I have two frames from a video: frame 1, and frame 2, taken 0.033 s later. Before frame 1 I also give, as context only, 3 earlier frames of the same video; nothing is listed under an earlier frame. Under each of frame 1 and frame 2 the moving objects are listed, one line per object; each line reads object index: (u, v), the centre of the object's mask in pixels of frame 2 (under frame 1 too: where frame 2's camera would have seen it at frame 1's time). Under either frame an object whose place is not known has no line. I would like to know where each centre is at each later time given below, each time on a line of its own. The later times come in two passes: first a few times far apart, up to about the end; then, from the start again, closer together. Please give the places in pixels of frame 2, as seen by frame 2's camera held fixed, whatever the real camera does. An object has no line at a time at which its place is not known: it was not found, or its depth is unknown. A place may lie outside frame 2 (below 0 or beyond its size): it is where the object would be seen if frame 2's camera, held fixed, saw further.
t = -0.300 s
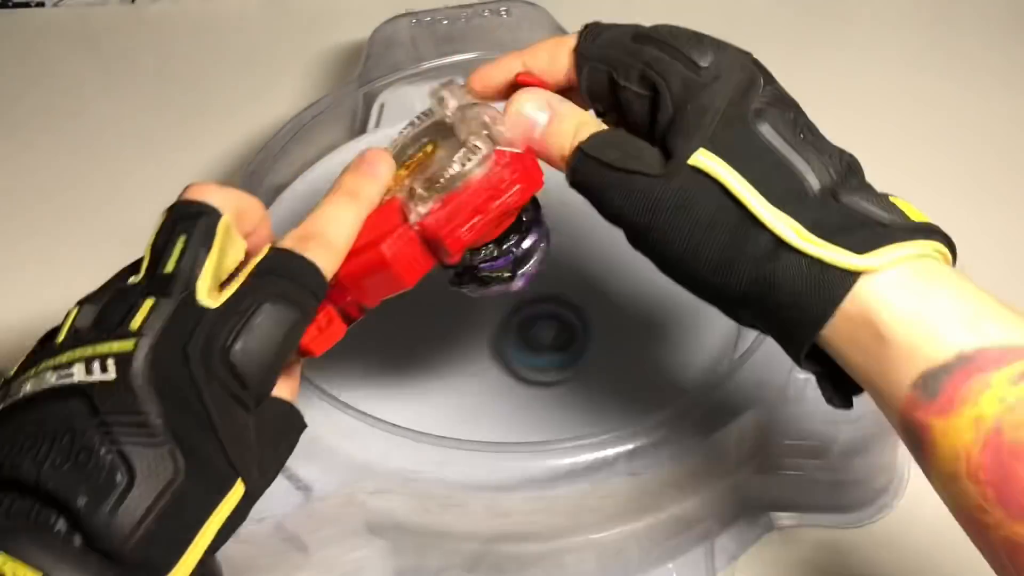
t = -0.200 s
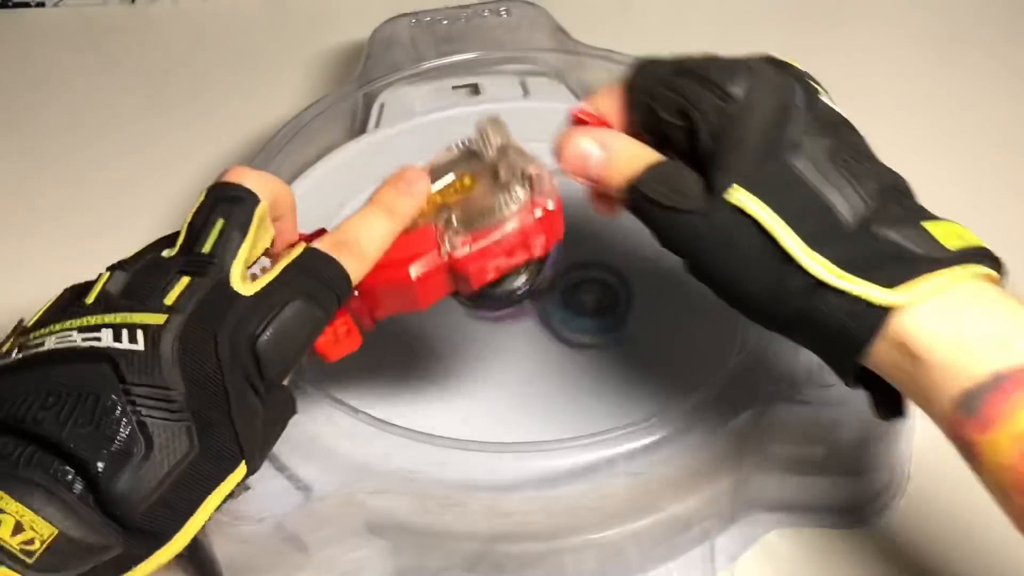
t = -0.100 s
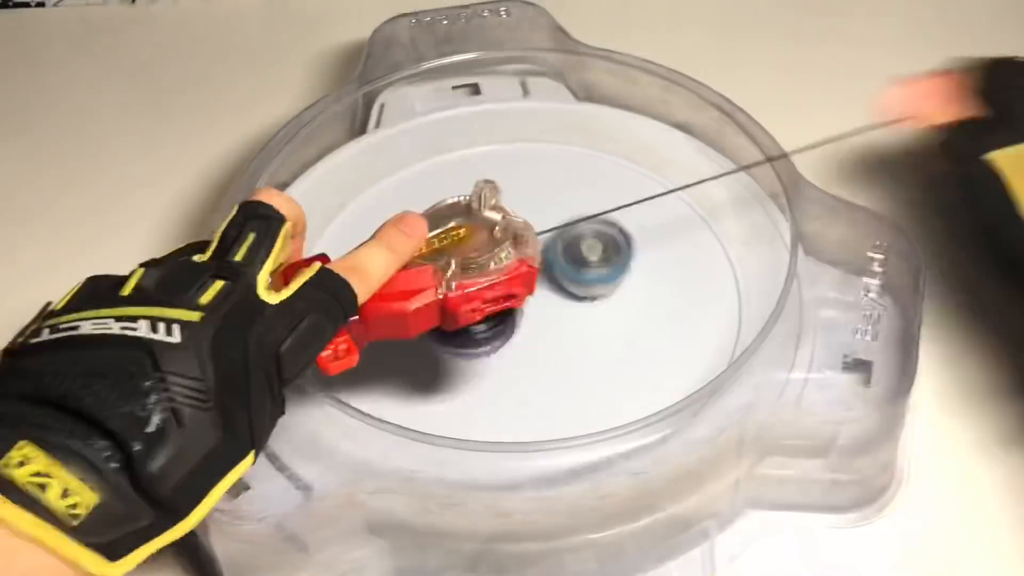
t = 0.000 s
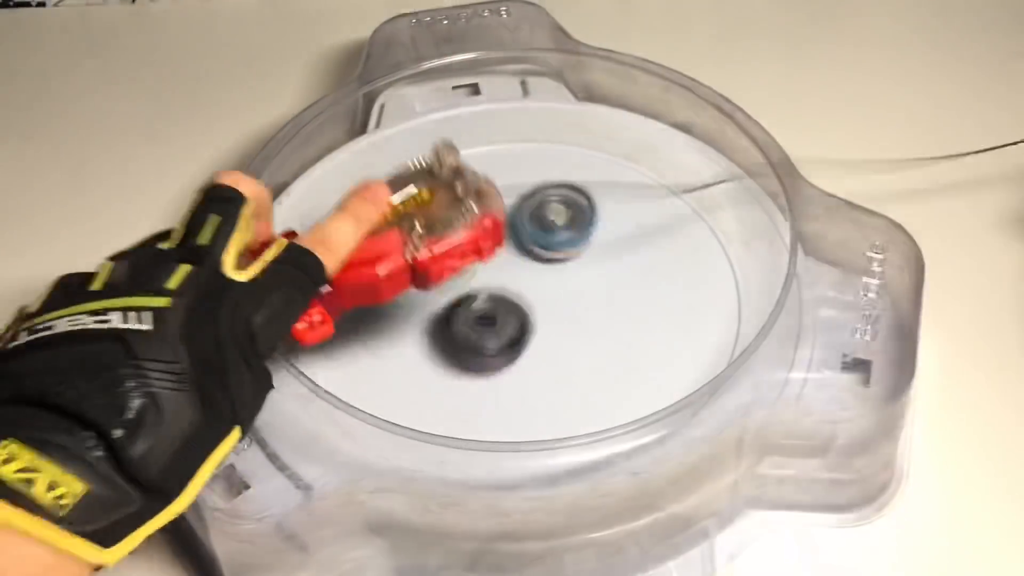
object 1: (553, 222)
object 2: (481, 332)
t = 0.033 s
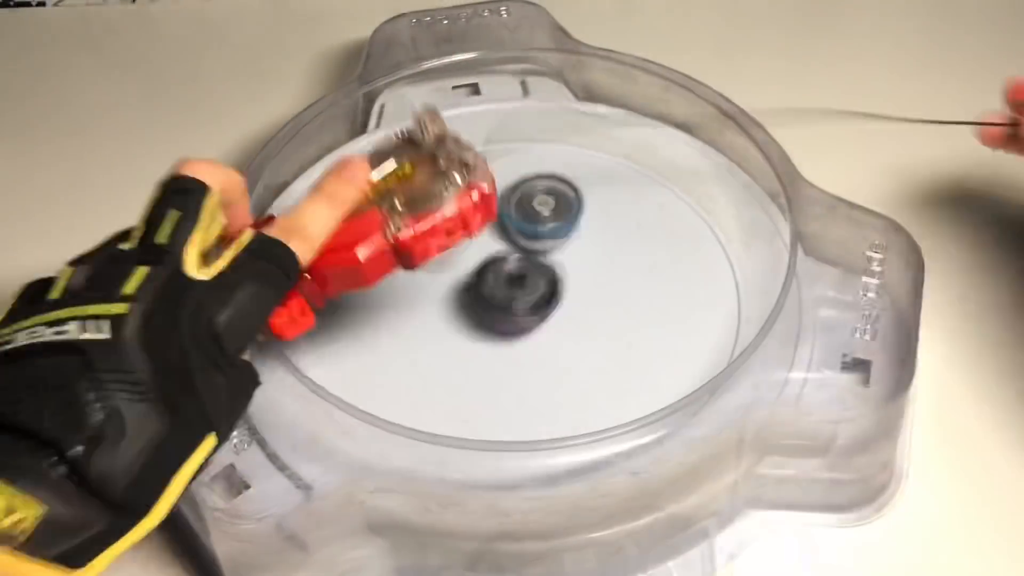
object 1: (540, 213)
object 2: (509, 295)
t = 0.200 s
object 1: (465, 137)
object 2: (625, 245)
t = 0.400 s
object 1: (387, 200)
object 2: (615, 222)
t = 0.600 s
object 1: (427, 318)
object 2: (482, 225)
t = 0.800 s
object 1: (577, 327)
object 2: (381, 274)
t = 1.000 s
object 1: (634, 241)
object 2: (458, 365)
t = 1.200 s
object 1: (570, 197)
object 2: (643, 331)
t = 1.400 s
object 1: (486, 243)
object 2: (670, 187)
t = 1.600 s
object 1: (507, 322)
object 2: (488, 133)
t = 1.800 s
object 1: (595, 332)
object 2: (302, 266)
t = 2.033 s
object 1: (598, 264)
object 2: (609, 433)
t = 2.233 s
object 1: (517, 268)
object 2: (693, 155)
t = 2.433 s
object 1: (482, 326)
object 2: (433, 104)
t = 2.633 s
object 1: (526, 342)
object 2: (413, 309)
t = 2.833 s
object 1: (537, 312)
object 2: (623, 444)
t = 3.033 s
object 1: (517, 296)
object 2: (761, 274)
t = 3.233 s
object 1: (475, 297)
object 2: (575, 110)
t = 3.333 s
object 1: (477, 295)
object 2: (424, 103)
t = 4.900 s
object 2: (595, 211)
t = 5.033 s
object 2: (506, 136)
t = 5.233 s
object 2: (354, 167)
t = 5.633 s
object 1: (537, 244)
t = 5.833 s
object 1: (551, 215)
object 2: (686, 197)
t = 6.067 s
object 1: (509, 249)
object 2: (473, 162)
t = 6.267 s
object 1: (521, 306)
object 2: (390, 303)
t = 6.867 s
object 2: (637, 214)
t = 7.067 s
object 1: (492, 320)
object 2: (455, 192)
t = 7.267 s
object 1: (475, 302)
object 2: (322, 277)
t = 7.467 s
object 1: (481, 285)
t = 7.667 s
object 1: (488, 271)
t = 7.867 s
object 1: (501, 267)
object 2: (642, 226)
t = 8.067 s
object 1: (519, 269)
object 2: (529, 141)
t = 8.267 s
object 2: (387, 199)
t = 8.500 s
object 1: (536, 284)
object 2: (434, 365)
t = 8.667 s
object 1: (534, 290)
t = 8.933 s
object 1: (526, 295)
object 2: (692, 247)
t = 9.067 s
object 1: (518, 295)
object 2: (603, 194)
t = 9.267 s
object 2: (435, 216)
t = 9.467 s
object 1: (509, 289)
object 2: (348, 321)
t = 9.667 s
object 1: (514, 285)
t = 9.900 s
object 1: (517, 284)
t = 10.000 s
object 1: (517, 285)
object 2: (623, 253)
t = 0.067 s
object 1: (524, 202)
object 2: (540, 268)
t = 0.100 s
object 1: (512, 184)
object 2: (573, 271)
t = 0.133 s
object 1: (497, 163)
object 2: (594, 259)
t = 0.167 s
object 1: (483, 147)
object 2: (612, 254)
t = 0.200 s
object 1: (465, 137)
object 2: (625, 245)
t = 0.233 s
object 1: (450, 134)
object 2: (635, 238)
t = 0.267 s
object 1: (434, 140)
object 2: (640, 233)
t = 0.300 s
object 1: (419, 152)
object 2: (641, 229)
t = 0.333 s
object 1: (406, 166)
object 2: (637, 225)
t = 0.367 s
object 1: (396, 183)
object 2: (627, 223)
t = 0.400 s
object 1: (387, 200)
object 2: (615, 222)
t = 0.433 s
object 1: (382, 219)
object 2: (598, 223)
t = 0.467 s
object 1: (381, 241)
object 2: (578, 224)
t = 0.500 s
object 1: (386, 262)
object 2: (557, 224)
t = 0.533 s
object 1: (395, 283)
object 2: (533, 224)
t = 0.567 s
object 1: (408, 302)
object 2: (508, 224)
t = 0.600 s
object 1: (427, 318)
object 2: (482, 225)
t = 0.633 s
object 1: (449, 331)
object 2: (457, 227)
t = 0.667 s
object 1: (474, 339)
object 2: (435, 231)
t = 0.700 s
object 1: (500, 343)
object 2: (415, 237)
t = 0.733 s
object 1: (528, 342)
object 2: (399, 246)
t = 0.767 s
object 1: (554, 336)
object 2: (388, 258)
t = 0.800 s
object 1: (577, 327)
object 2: (381, 274)
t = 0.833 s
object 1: (598, 316)
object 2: (380, 290)
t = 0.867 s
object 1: (614, 303)
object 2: (385, 308)
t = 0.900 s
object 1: (625, 287)
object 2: (395, 324)
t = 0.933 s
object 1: (632, 272)
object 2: (411, 341)
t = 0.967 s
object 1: (635, 256)
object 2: (433, 355)
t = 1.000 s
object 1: (634, 241)
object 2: (458, 365)
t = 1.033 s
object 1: (630, 228)
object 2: (489, 372)
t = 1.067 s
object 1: (621, 217)
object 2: (522, 374)
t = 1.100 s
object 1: (611, 206)
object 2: (556, 370)
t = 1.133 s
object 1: (600, 201)
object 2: (587, 362)
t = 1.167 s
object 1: (586, 198)
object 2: (618, 349)
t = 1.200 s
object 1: (570, 197)
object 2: (643, 331)
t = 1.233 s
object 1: (553, 199)
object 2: (663, 310)
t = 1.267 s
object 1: (535, 203)
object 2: (677, 285)
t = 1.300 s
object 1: (519, 210)
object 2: (686, 260)
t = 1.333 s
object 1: (507, 220)
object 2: (687, 235)
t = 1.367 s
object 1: (494, 231)
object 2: (682, 210)
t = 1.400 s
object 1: (486, 243)
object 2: (670, 187)
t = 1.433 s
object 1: (482, 256)
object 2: (652, 168)
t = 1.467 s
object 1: (481, 271)
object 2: (630, 151)
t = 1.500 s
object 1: (484, 286)
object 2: (600, 139)
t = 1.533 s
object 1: (489, 298)
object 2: (564, 133)
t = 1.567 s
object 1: (497, 311)
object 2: (526, 131)
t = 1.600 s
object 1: (507, 322)
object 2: (488, 133)
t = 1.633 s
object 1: (521, 330)
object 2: (447, 141)
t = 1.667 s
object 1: (536, 335)
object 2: (408, 153)
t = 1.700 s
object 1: (551, 338)
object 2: (374, 170)
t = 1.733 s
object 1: (566, 339)
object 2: (342, 194)
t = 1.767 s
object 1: (580, 336)
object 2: (318, 227)
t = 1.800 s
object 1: (595, 332)
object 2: (302, 266)
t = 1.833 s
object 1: (606, 326)
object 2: (296, 305)
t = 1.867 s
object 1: (612, 317)
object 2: (310, 350)
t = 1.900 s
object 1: (616, 306)
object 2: (342, 393)
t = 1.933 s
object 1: (616, 294)
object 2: (394, 427)
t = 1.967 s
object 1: (614, 283)
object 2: (464, 446)
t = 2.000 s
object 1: (607, 272)
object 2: (539, 449)
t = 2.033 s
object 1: (598, 264)
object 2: (609, 433)
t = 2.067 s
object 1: (588, 259)
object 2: (670, 397)
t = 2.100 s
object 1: (575, 255)
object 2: (709, 349)
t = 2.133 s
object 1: (561, 255)
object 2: (729, 297)
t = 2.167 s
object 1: (545, 258)
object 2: (723, 245)
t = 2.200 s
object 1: (530, 261)
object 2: (710, 197)
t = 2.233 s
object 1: (517, 268)
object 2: (693, 155)
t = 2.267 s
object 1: (502, 275)
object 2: (650, 135)
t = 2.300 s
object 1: (492, 284)
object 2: (606, 121)
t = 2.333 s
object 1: (484, 293)
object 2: (562, 109)
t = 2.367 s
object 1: (480, 303)
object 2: (519, 105)
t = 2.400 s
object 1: (479, 314)
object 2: (475, 103)
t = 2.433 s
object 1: (482, 326)
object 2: (433, 104)
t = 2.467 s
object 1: (487, 334)
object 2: (395, 114)
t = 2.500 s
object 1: (496, 341)
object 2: (395, 141)
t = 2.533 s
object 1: (503, 344)
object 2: (398, 178)
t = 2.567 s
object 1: (512, 345)
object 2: (400, 214)
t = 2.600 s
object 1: (520, 344)
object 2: (406, 259)
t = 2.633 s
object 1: (526, 342)
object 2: (413, 309)
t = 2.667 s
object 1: (532, 338)
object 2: (430, 358)
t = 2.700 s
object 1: (536, 333)
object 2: (457, 403)
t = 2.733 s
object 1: (537, 328)
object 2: (491, 438)
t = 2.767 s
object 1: (538, 323)
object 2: (536, 450)
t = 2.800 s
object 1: (538, 317)
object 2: (584, 450)
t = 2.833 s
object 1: (537, 312)
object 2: (623, 444)
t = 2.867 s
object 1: (537, 308)
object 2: (663, 422)
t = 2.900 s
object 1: (535, 305)
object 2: (698, 401)
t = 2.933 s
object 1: (531, 303)
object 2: (727, 376)
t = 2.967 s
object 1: (527, 300)
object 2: (747, 346)
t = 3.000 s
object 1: (523, 298)
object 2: (758, 310)
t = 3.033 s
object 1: (517, 296)
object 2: (761, 274)
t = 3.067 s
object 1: (510, 294)
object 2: (751, 235)
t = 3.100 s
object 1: (503, 293)
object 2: (731, 200)
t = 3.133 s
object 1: (494, 294)
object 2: (705, 168)
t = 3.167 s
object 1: (486, 295)
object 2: (667, 144)
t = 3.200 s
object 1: (480, 296)
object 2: (623, 124)
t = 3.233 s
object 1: (475, 297)
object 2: (575, 110)
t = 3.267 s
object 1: (474, 296)
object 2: (527, 103)
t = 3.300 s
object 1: (476, 296)
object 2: (477, 99)
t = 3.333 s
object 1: (477, 295)
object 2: (424, 103)
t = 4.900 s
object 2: (595, 211)
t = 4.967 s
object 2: (557, 167)
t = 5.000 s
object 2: (533, 149)
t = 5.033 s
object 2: (506, 136)
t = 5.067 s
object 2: (476, 128)
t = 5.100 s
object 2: (445, 127)
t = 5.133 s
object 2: (416, 129)
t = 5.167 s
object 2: (392, 137)
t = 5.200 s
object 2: (371, 149)
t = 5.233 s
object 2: (354, 167)
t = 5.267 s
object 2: (344, 190)
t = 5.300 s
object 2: (343, 220)
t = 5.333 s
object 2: (348, 251)
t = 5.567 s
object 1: (523, 254)
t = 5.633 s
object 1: (537, 244)
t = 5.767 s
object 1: (552, 222)
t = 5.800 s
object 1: (553, 218)
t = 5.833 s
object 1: (551, 215)
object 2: (686, 197)
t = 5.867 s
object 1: (551, 212)
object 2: (655, 179)
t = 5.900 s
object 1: (547, 212)
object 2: (620, 162)
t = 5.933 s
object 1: (541, 215)
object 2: (589, 148)
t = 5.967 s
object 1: (529, 223)
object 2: (557, 143)
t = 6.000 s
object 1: (520, 231)
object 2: (528, 143)
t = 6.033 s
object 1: (514, 240)
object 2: (498, 150)
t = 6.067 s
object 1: (509, 249)
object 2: (473, 162)
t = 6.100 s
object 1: (506, 259)
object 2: (447, 181)
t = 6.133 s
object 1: (505, 269)
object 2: (423, 204)
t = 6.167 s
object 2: (406, 226)
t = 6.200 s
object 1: (510, 288)
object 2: (394, 251)
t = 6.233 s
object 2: (391, 276)
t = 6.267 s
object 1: (521, 306)
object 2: (390, 303)
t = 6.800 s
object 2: (682, 250)
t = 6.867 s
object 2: (637, 214)
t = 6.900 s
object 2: (608, 202)
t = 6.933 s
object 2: (578, 193)
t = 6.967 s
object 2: (547, 188)
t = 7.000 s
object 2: (517, 185)
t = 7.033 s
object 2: (485, 187)
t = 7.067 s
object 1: (492, 320)
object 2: (455, 192)
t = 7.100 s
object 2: (426, 199)
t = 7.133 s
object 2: (399, 208)
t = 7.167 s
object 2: (376, 221)
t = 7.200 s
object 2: (353, 238)
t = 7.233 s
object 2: (335, 256)
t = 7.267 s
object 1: (475, 302)
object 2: (322, 277)
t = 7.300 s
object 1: (475, 299)
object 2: (315, 300)
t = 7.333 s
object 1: (475, 296)
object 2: (317, 326)
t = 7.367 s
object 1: (475, 294)
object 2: (324, 350)
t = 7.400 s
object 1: (478, 290)
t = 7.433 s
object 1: (480, 288)
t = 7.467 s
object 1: (481, 285)
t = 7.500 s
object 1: (482, 283)
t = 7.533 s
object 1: (482, 280)
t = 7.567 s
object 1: (485, 277)
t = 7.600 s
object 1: (486, 275)
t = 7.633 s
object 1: (487, 273)
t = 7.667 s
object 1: (488, 271)
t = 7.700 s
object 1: (490, 269)
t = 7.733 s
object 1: (492, 268)
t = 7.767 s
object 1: (495, 266)
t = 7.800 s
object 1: (499, 265)
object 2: (651, 272)
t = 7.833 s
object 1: (500, 266)
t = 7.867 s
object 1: (501, 267)
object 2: (642, 226)
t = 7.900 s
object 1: (506, 265)
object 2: (631, 204)
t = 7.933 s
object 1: (508, 266)
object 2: (618, 185)
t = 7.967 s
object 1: (511, 266)
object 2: (600, 169)
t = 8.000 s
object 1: (514, 266)
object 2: (578, 155)
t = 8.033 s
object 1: (517, 268)
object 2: (554, 146)
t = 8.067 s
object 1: (519, 269)
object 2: (529, 141)
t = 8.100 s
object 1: (521, 270)
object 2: (501, 138)
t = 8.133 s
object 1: (524, 270)
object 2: (474, 141)
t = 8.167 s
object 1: (526, 271)
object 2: (449, 149)
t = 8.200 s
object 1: (527, 272)
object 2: (425, 161)
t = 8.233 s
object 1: (529, 274)
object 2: (404, 179)
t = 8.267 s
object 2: (387, 199)
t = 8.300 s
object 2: (376, 222)
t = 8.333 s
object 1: (533, 277)
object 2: (371, 248)
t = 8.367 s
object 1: (535, 278)
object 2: (372, 274)
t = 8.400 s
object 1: (536, 279)
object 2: (381, 299)
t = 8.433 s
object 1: (536, 280)
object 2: (393, 323)
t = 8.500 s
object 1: (536, 284)
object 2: (434, 365)
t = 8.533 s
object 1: (536, 285)
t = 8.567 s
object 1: (536, 286)
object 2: (490, 390)
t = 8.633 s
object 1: (535, 289)
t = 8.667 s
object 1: (534, 290)
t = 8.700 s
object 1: (532, 292)
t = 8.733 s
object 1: (532, 293)
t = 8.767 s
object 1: (530, 294)
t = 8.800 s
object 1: (528, 295)
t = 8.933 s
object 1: (526, 295)
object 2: (692, 247)
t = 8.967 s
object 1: (523, 296)
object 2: (676, 228)
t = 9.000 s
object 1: (521, 296)
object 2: (656, 213)
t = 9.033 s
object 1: (520, 295)
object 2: (632, 202)
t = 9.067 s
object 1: (518, 295)
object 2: (603, 194)
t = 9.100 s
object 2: (574, 190)
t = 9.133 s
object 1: (517, 293)
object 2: (543, 190)
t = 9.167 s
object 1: (516, 293)
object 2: (515, 193)
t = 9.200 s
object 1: (513, 293)
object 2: (488, 199)
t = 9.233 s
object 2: (460, 206)
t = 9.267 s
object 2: (435, 216)
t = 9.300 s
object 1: (512, 291)
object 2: (410, 229)
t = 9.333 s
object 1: (511, 291)
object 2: (392, 244)
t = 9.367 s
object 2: (375, 260)
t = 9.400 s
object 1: (509, 291)
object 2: (362, 278)
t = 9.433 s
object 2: (353, 298)
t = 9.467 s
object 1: (509, 289)
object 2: (348, 321)
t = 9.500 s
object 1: (511, 287)
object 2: (350, 343)
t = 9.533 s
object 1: (511, 287)
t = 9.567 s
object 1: (512, 286)
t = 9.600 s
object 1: (512, 286)
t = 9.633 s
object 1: (513, 285)
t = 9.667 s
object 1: (514, 285)
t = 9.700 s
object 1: (514, 285)
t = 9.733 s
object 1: (515, 284)
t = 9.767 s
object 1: (515, 284)
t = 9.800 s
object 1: (516, 284)
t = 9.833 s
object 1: (516, 283)
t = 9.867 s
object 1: (516, 284)
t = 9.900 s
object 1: (517, 284)
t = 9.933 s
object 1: (517, 284)
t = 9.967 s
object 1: (517, 284)
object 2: (630, 275)
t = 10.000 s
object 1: (517, 285)
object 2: (623, 253)
